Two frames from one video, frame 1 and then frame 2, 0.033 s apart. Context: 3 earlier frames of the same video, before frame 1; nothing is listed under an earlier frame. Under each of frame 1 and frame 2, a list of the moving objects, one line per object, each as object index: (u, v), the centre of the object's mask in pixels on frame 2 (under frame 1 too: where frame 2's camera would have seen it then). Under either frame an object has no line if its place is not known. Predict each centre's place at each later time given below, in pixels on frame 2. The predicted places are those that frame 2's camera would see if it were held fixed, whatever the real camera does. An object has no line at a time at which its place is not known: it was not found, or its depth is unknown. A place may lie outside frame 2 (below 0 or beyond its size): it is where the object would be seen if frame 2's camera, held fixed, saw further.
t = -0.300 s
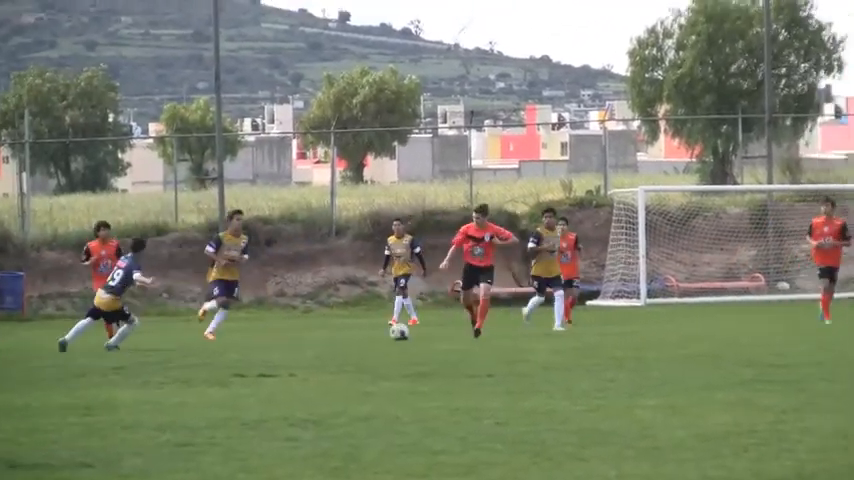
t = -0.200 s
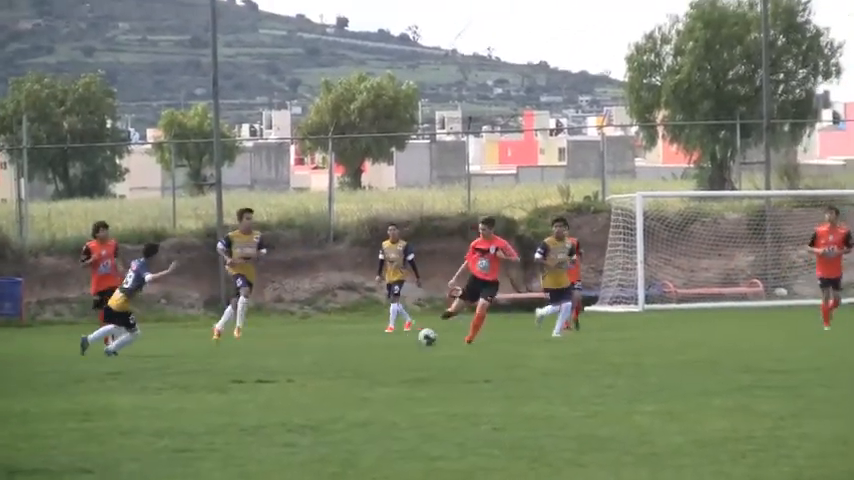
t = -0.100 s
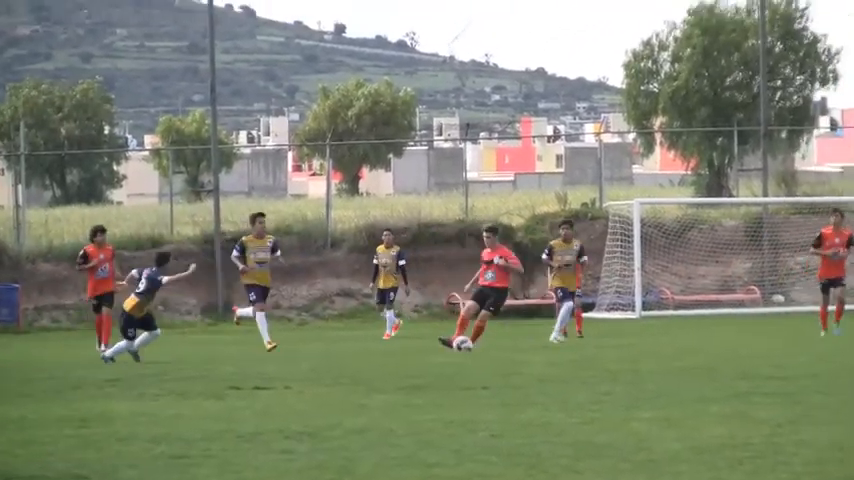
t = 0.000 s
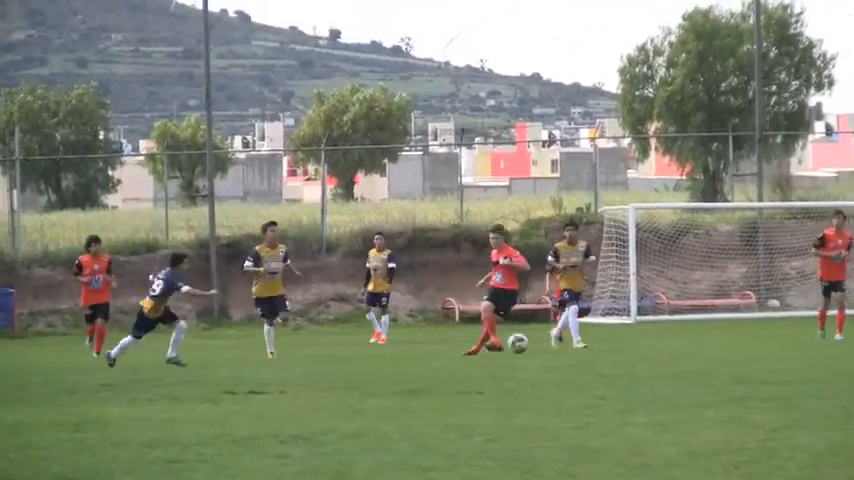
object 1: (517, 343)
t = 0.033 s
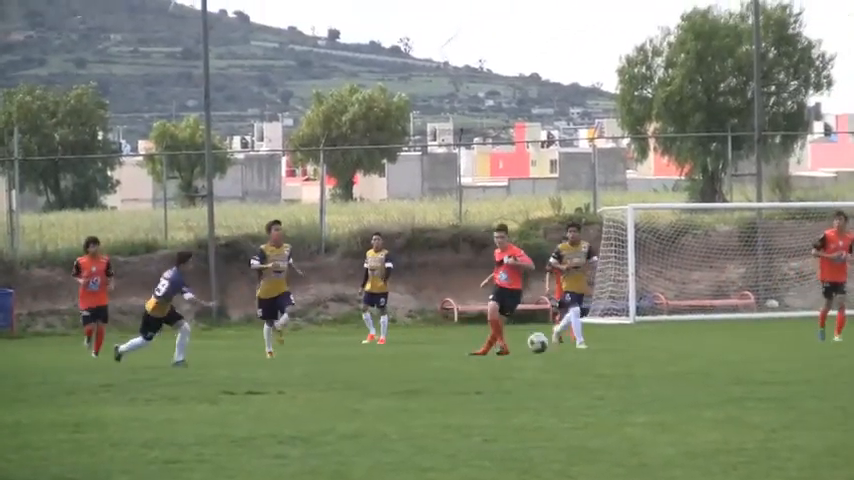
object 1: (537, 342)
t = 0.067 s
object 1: (559, 342)
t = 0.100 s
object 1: (581, 344)
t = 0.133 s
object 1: (603, 348)
